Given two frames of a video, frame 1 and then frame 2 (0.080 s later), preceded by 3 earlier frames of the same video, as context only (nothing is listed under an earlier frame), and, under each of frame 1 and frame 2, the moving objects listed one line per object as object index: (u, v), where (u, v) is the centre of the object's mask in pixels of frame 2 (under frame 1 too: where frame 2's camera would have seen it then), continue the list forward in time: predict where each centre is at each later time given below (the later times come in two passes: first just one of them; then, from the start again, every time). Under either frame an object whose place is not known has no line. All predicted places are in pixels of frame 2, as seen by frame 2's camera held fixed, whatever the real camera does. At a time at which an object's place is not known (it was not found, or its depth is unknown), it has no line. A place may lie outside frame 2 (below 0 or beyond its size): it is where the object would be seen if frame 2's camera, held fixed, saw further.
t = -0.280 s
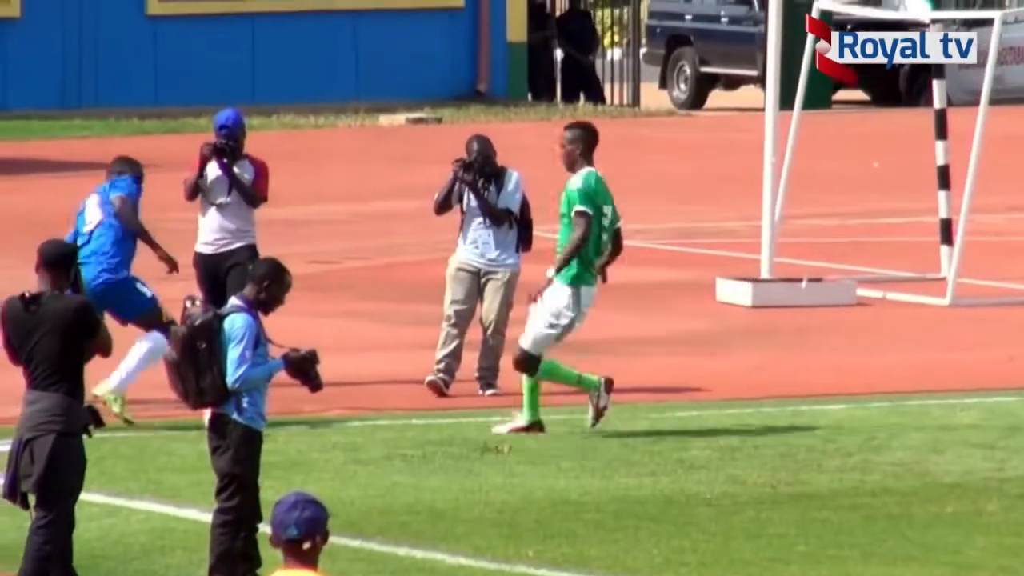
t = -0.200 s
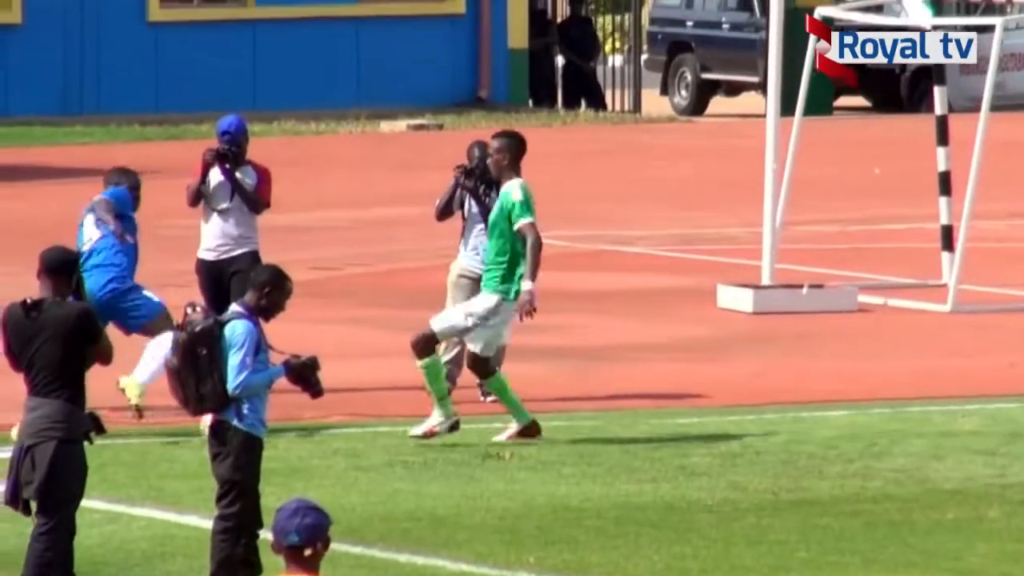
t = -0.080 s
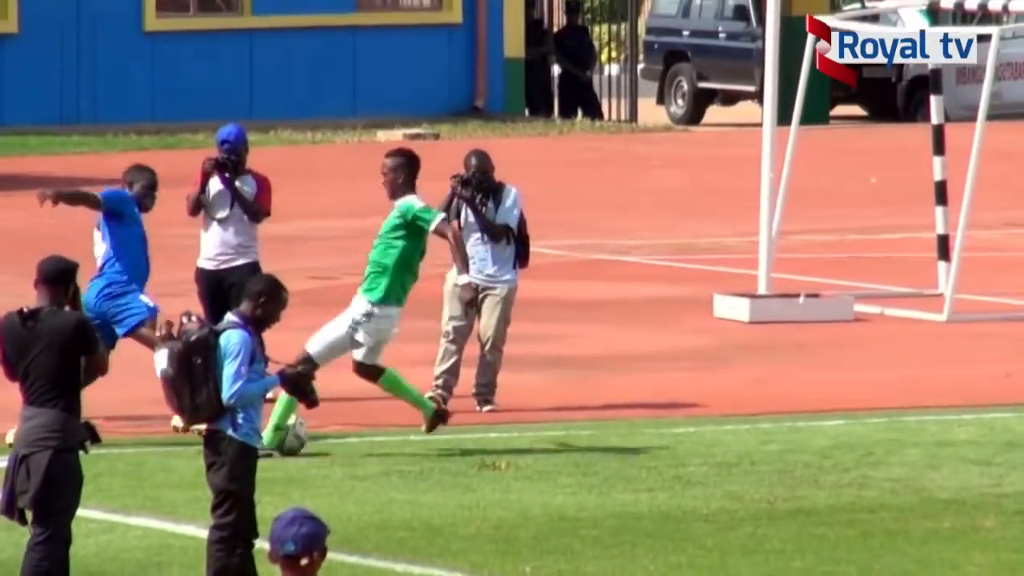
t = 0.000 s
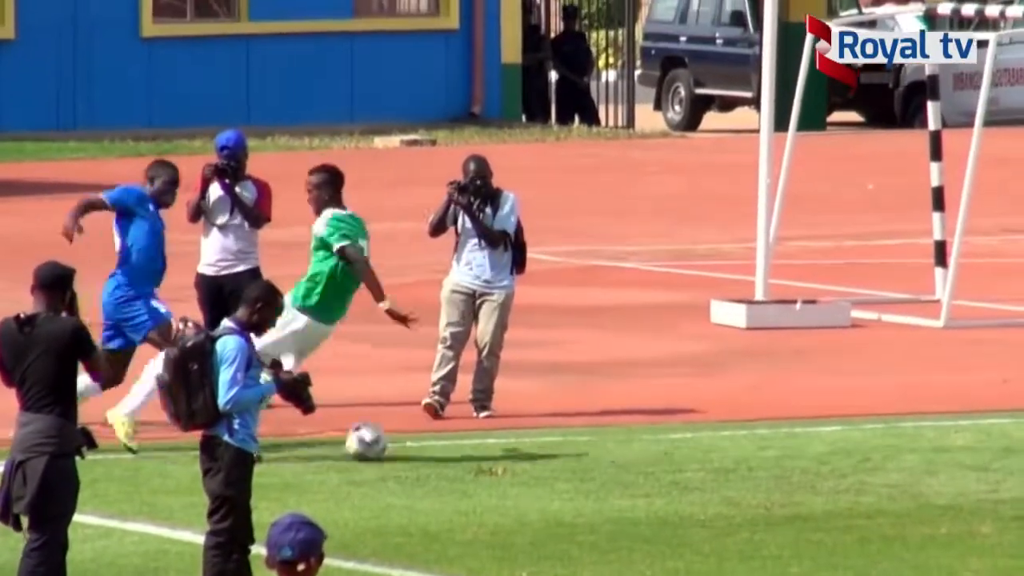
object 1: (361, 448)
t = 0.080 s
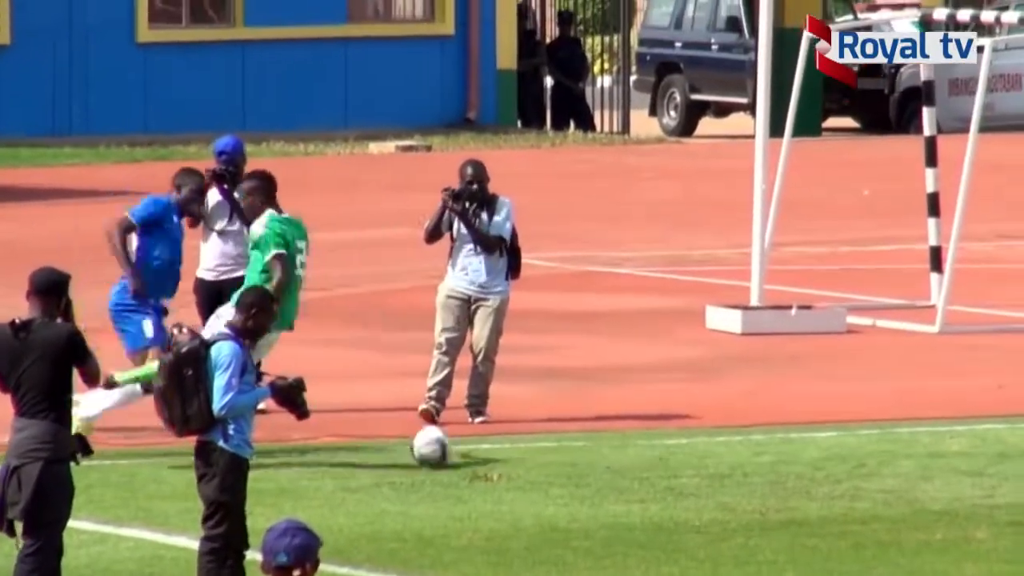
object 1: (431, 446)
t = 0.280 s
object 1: (571, 448)
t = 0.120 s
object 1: (465, 448)
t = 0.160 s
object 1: (495, 449)
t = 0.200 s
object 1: (521, 446)
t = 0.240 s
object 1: (546, 446)
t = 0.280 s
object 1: (571, 448)
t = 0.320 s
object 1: (595, 449)
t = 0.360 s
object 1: (614, 446)
